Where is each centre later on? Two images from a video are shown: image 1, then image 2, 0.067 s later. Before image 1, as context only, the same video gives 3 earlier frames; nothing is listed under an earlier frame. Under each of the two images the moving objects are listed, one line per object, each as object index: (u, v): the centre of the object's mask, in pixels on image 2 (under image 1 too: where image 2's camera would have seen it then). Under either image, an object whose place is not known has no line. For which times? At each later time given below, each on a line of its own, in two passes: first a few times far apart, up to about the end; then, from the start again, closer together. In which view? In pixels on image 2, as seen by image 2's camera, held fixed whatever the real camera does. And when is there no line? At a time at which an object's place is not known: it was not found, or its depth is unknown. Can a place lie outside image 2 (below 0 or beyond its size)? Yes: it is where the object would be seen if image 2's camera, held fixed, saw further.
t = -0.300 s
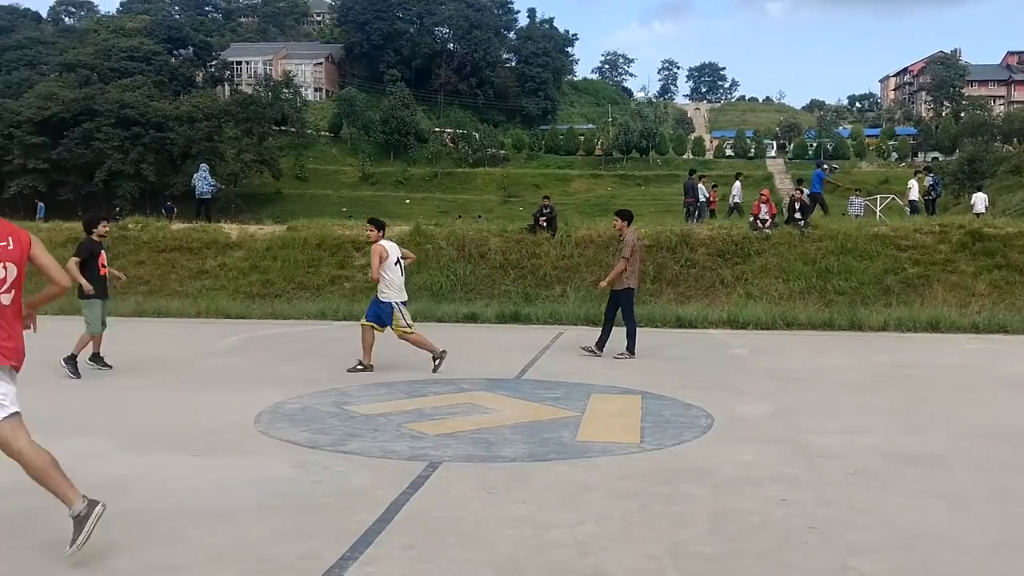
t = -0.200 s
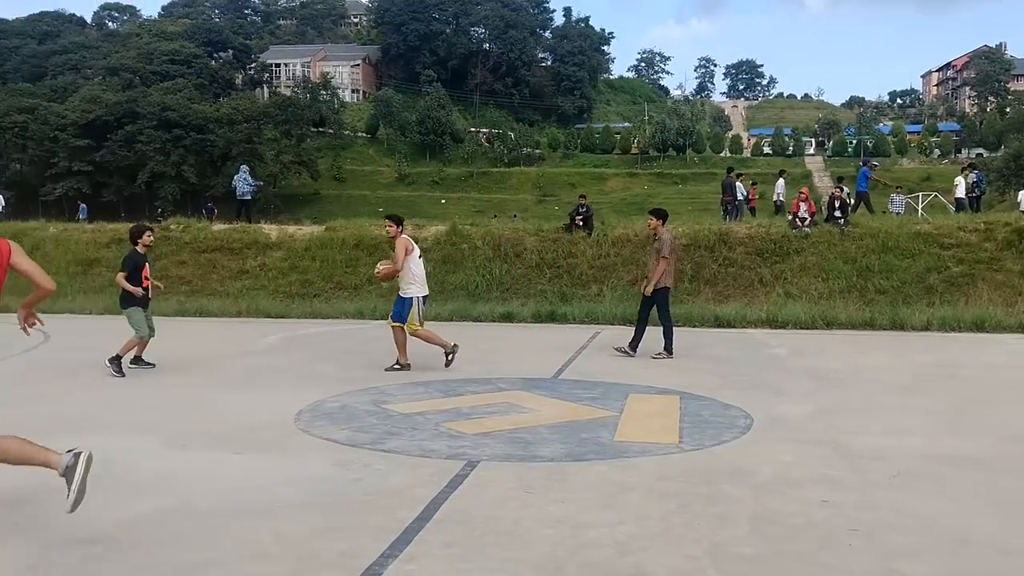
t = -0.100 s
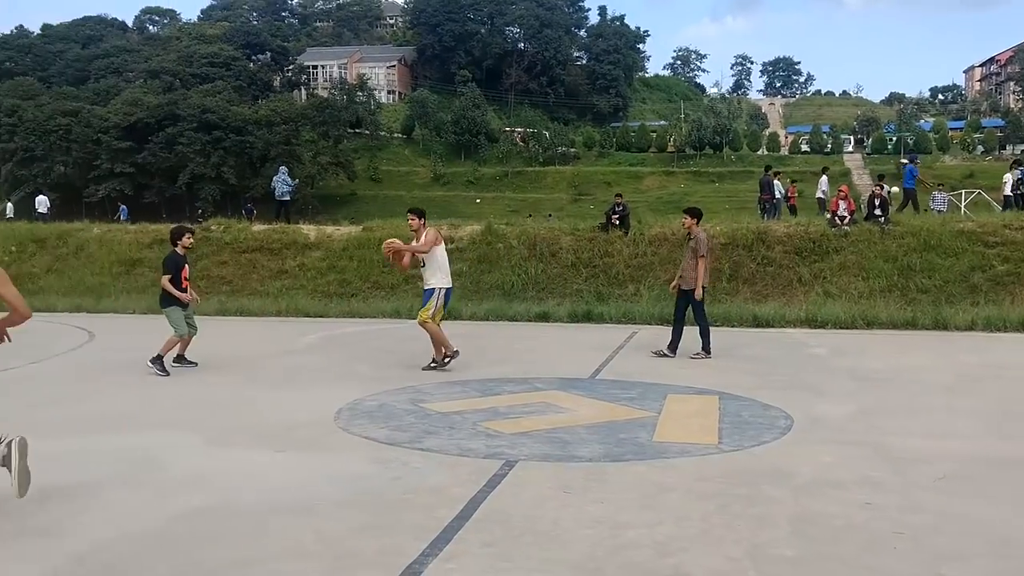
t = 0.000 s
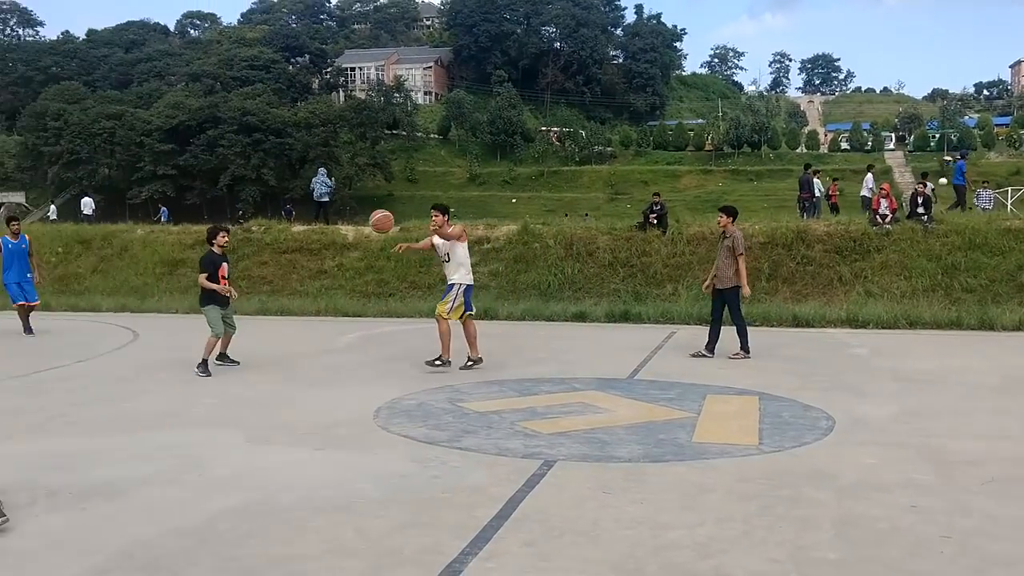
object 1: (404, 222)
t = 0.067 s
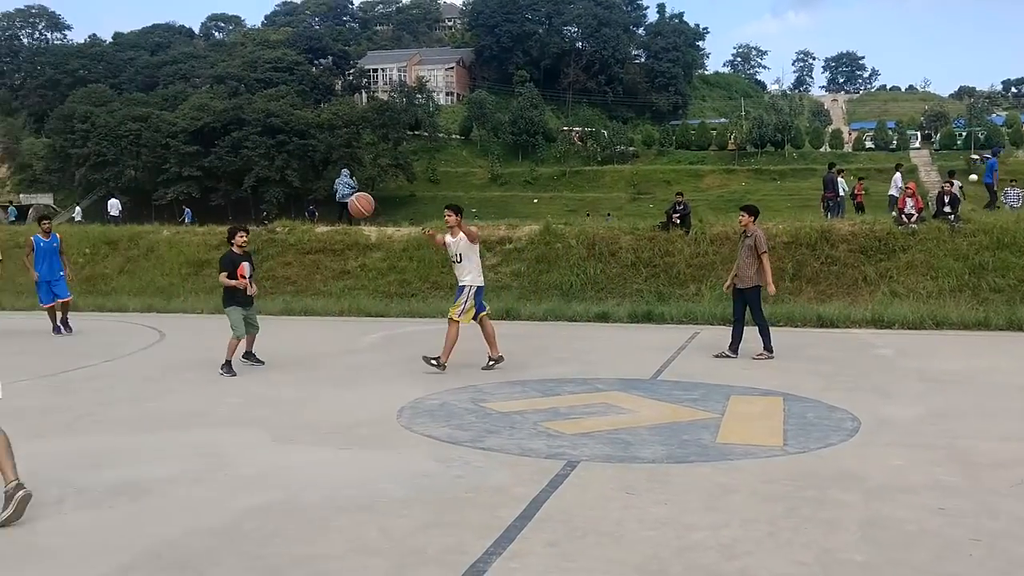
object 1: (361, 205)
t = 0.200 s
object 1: (261, 180)
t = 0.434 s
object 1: (21, 178)
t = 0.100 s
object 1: (338, 197)
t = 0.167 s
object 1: (288, 184)
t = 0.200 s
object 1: (261, 180)
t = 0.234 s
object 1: (232, 175)
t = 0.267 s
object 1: (202, 172)
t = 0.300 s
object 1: (170, 170)
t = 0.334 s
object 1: (136, 170)
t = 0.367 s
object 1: (100, 172)
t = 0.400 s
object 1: (61, 174)
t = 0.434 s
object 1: (21, 178)
